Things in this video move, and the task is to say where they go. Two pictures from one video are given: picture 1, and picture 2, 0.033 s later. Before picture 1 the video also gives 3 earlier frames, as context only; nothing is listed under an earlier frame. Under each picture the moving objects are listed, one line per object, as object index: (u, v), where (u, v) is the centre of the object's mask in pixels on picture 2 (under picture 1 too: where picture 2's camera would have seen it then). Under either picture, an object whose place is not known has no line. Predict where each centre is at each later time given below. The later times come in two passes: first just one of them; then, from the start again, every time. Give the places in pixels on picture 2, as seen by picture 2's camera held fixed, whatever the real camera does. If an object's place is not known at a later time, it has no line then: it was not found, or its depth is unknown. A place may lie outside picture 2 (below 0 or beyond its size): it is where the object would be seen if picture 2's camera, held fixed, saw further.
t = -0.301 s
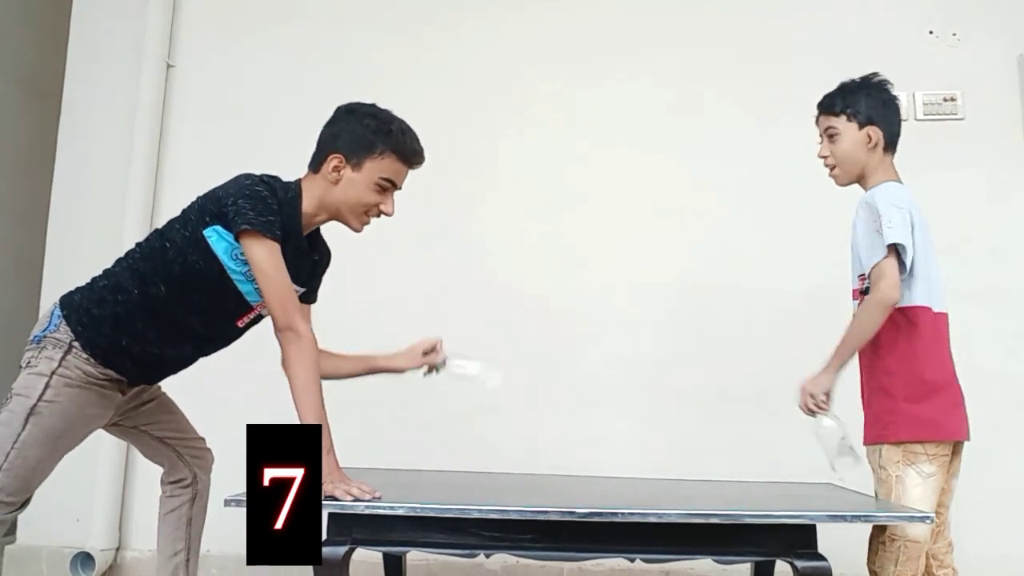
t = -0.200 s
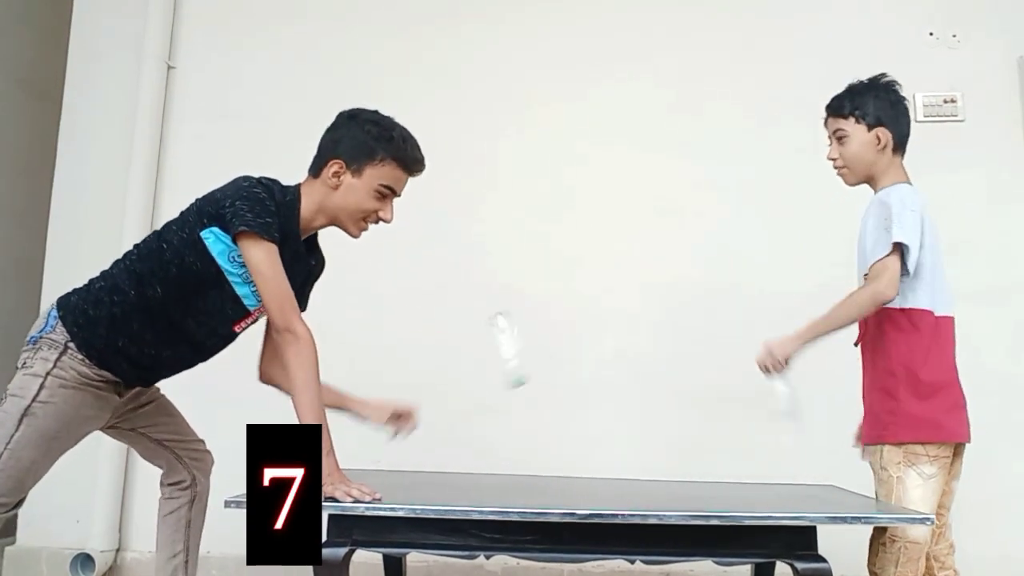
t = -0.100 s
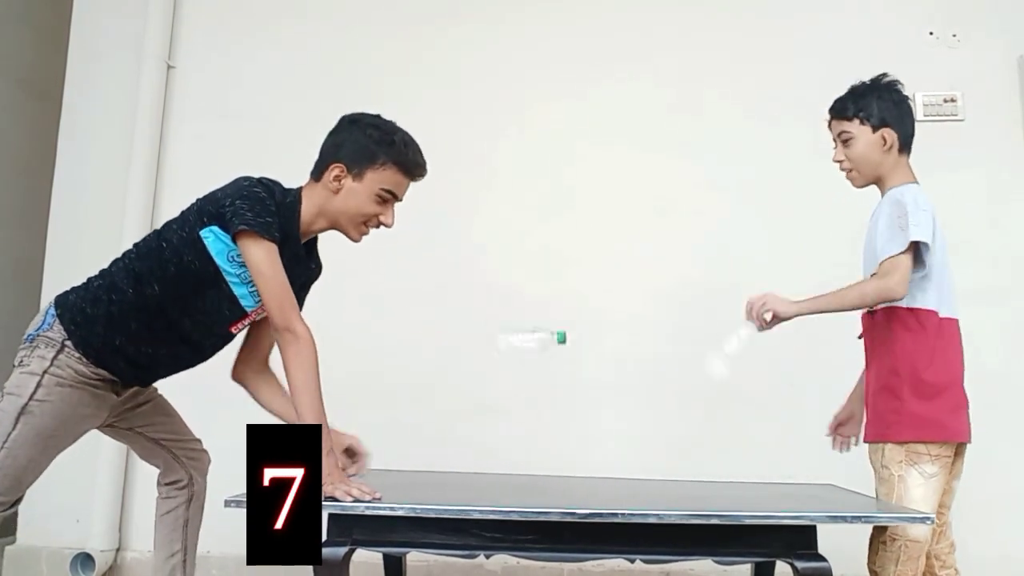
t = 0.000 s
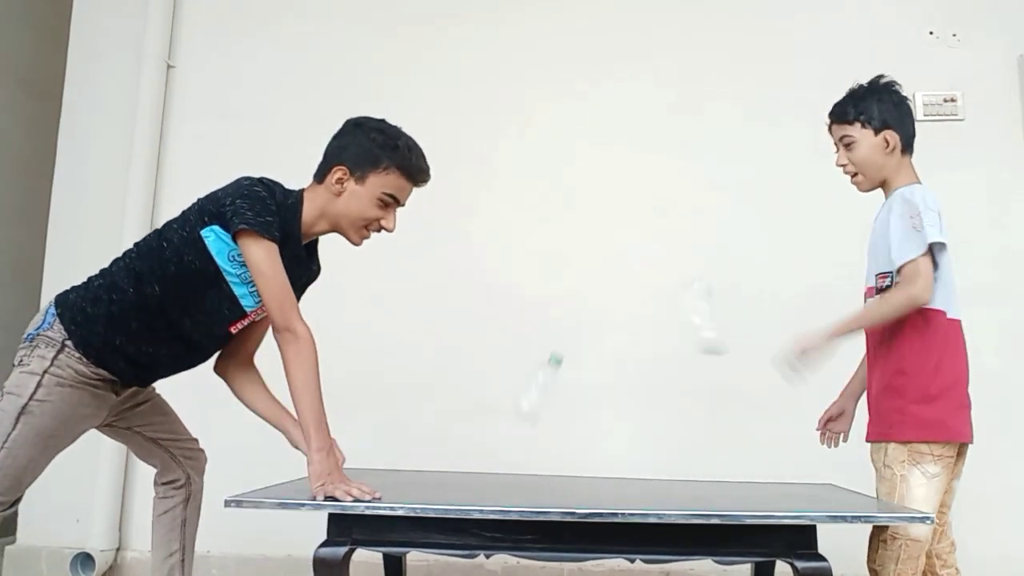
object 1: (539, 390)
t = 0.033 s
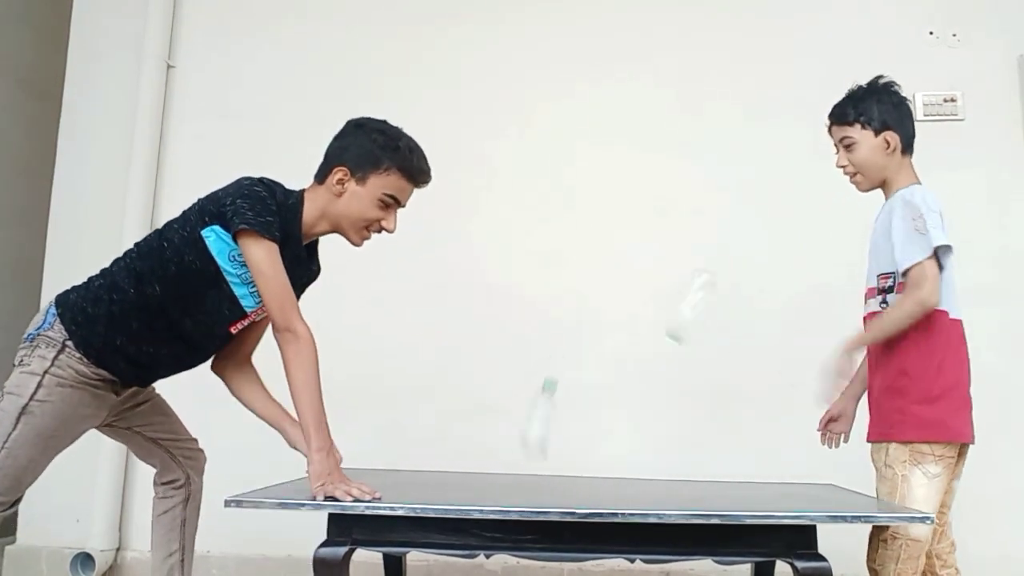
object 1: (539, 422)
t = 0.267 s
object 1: (513, 458)
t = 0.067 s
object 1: (540, 454)
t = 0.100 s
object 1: (536, 453)
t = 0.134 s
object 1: (532, 454)
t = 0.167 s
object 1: (528, 454)
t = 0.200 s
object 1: (524, 454)
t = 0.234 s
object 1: (518, 455)
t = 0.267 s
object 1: (513, 458)
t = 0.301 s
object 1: (505, 462)
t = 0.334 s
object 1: (498, 471)
